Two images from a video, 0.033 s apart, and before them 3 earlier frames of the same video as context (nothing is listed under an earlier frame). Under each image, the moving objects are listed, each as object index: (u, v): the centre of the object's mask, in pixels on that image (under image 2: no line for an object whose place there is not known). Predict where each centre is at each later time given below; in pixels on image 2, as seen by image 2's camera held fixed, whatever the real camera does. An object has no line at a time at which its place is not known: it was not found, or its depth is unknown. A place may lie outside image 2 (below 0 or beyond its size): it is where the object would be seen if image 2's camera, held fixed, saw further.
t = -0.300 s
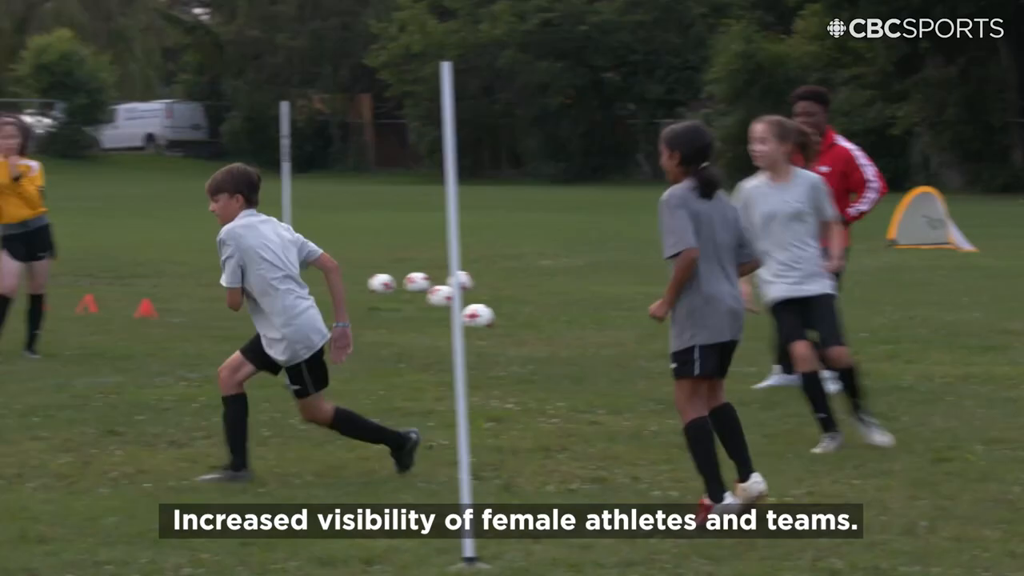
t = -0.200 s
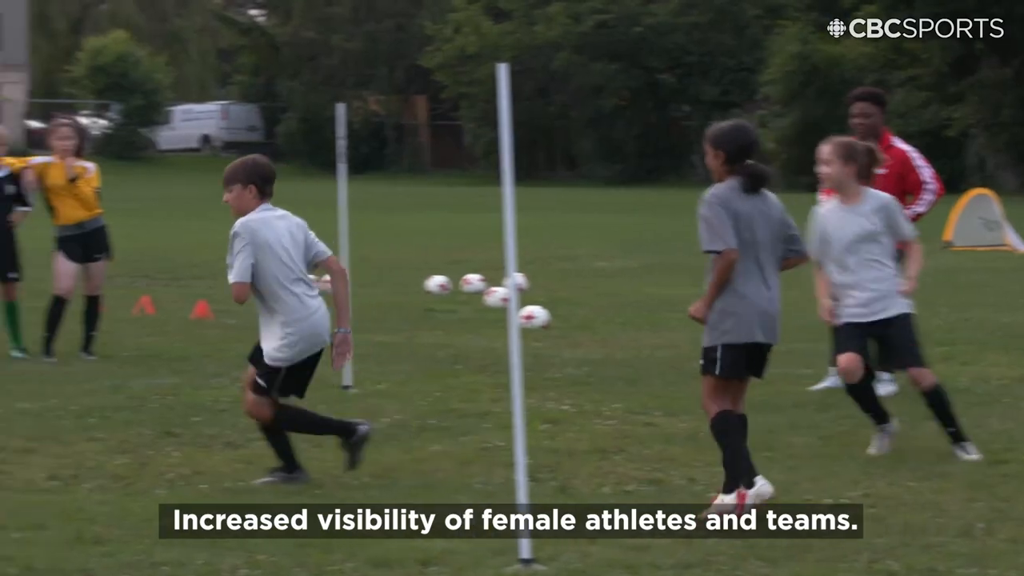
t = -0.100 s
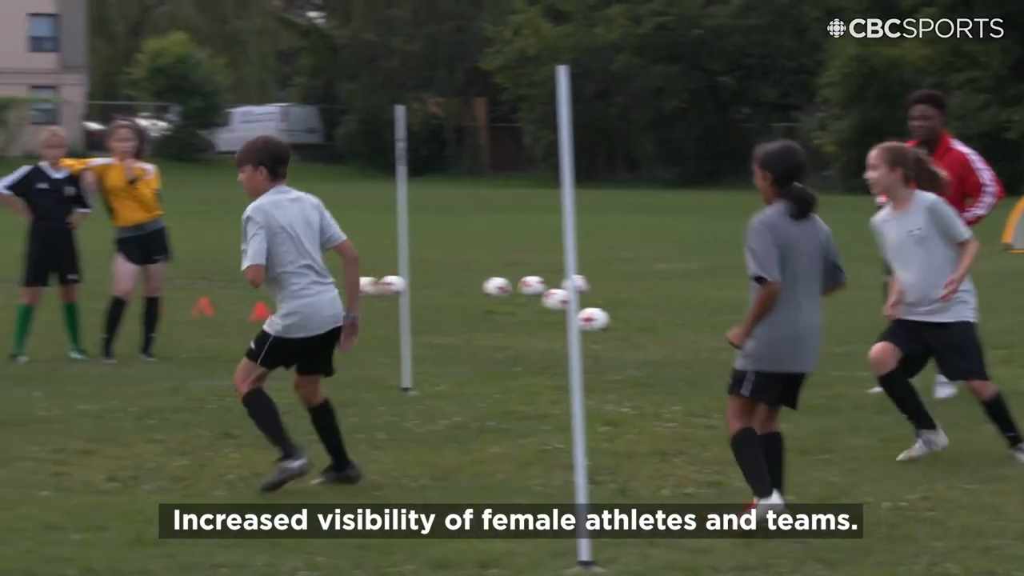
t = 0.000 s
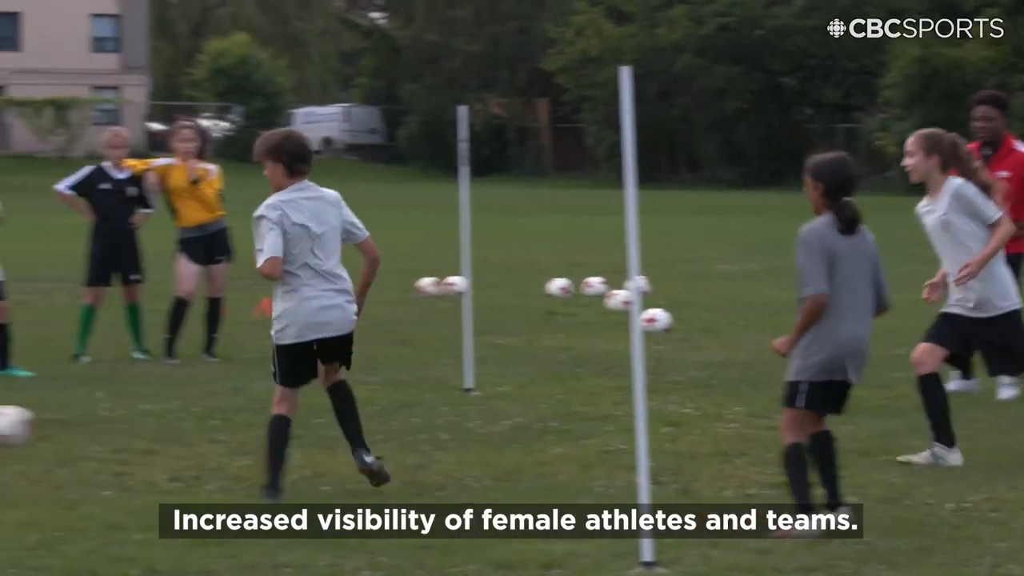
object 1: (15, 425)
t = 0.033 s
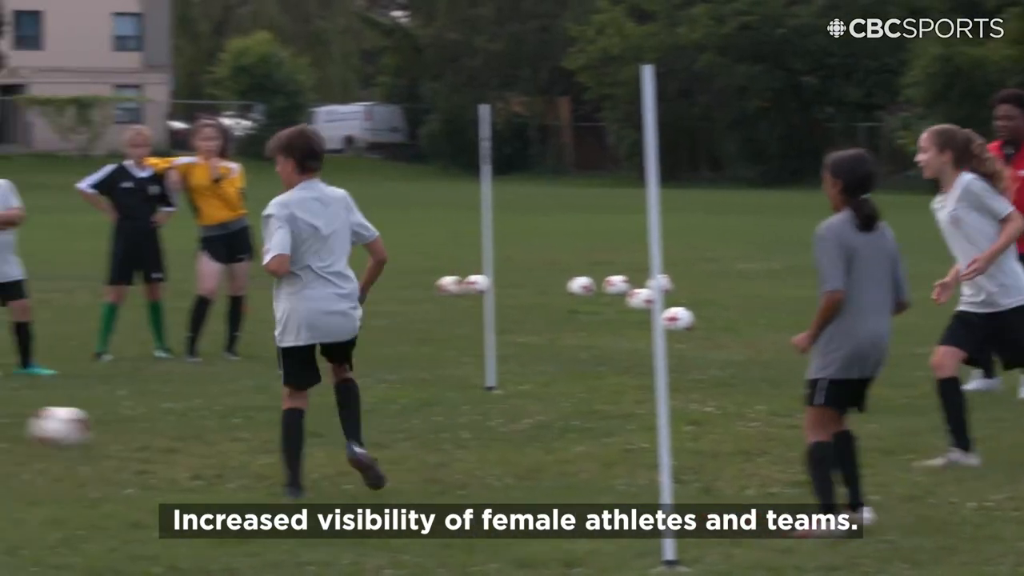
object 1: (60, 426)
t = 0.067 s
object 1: (89, 427)
